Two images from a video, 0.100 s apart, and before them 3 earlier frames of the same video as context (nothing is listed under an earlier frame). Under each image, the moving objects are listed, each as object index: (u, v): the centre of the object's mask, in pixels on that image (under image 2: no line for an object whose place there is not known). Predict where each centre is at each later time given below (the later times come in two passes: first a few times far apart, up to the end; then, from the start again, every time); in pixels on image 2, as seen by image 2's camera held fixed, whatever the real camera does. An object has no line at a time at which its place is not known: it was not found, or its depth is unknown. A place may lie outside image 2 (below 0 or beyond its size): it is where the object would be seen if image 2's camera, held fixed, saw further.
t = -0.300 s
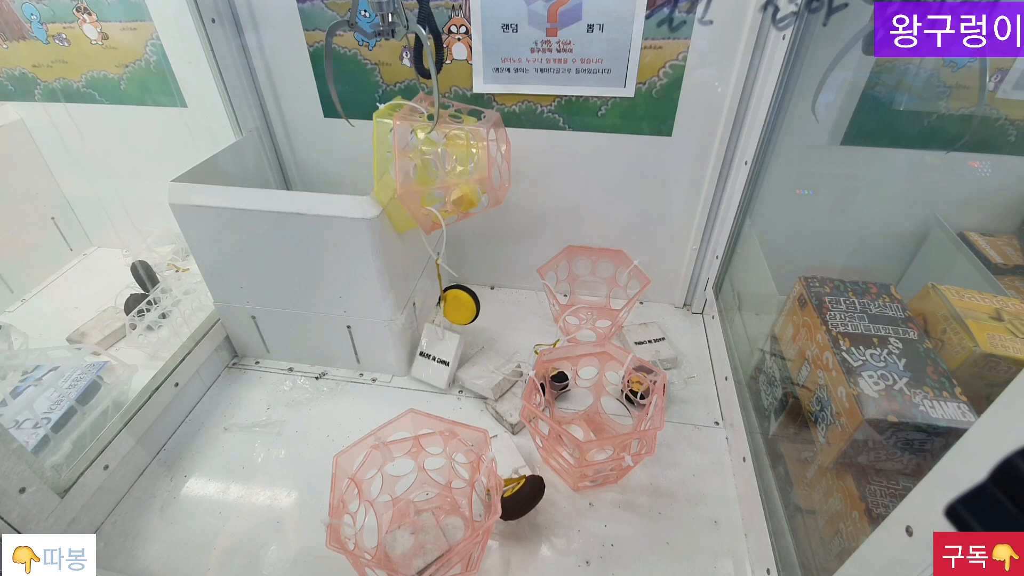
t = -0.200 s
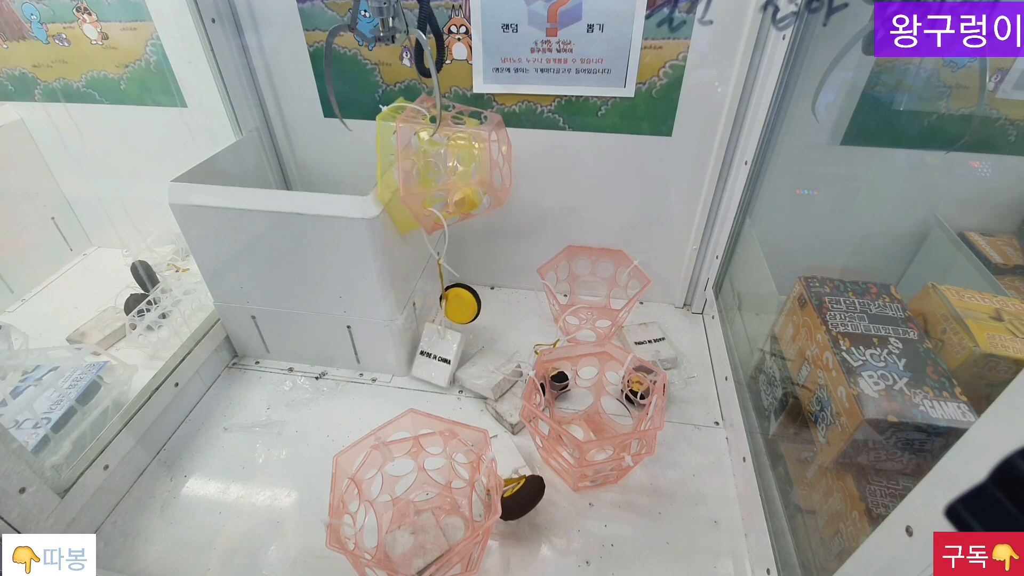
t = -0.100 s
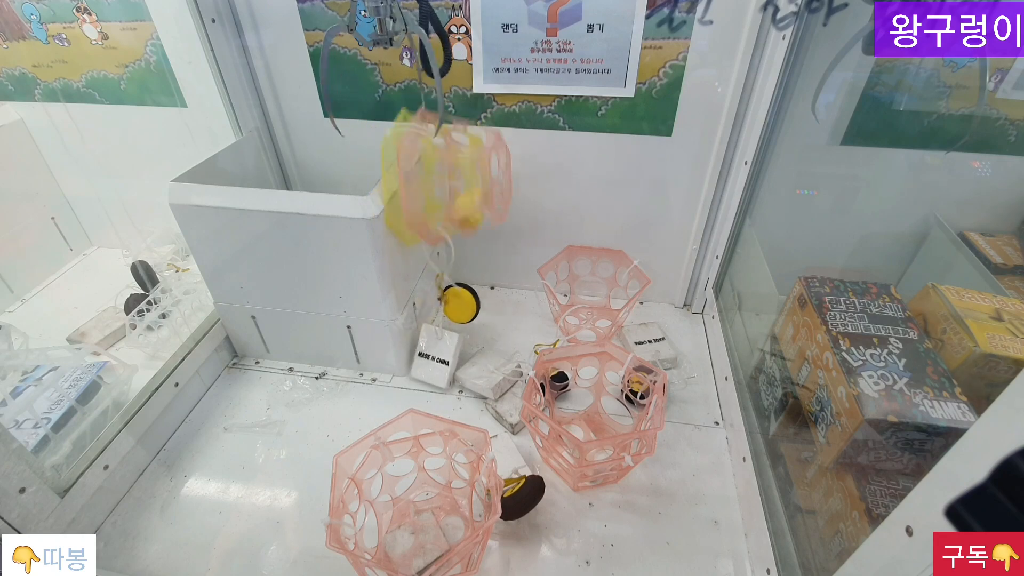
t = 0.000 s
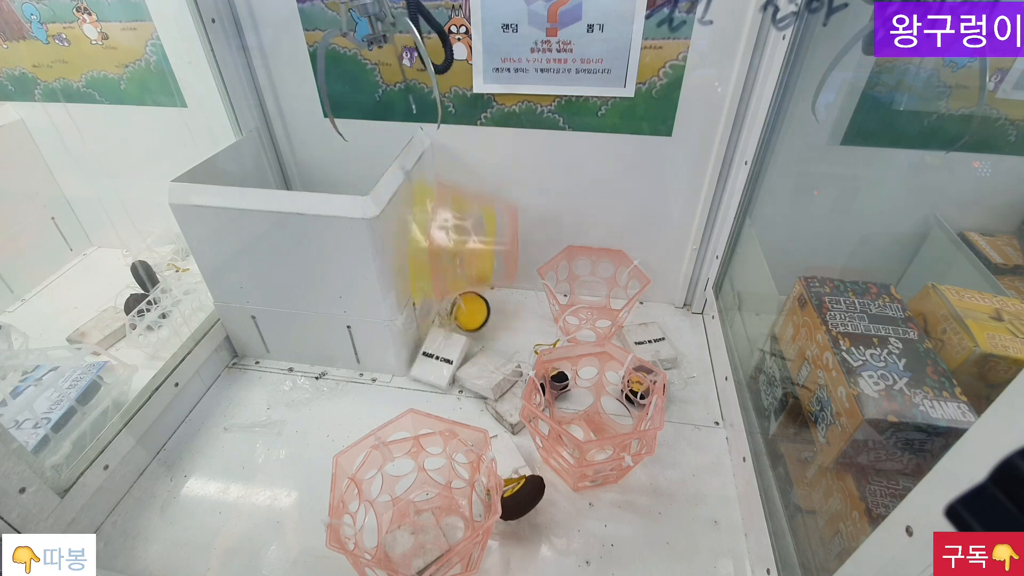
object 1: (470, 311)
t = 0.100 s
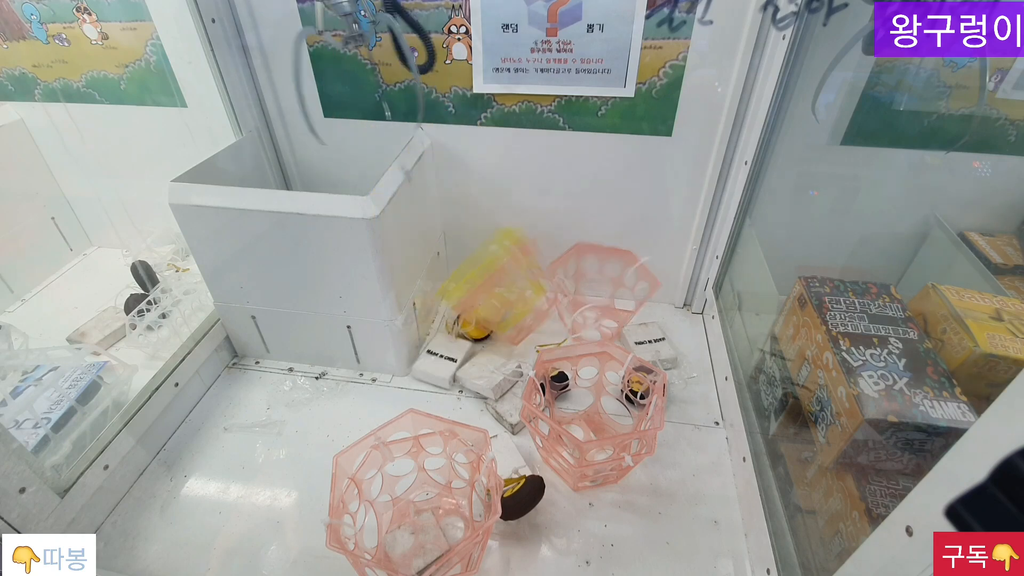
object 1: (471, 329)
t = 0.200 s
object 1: (471, 323)
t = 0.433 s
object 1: (464, 321)
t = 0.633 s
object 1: (465, 321)
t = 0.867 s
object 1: (465, 321)
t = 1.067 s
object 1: (465, 321)
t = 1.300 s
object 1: (465, 321)
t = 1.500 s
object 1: (465, 321)
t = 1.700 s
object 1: (465, 321)
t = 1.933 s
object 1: (465, 321)
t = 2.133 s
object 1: (465, 321)
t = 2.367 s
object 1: (465, 321)
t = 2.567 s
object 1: (465, 321)
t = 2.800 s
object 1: (465, 321)
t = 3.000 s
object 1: (465, 321)
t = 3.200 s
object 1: (465, 321)
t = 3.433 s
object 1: (465, 321)
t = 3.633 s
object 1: (465, 321)
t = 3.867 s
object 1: (465, 321)
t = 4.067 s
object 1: (465, 321)
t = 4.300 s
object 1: (465, 321)
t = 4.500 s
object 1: (465, 321)
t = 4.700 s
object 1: (465, 321)
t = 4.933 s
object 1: (465, 321)
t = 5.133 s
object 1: (465, 321)
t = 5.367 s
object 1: (465, 321)
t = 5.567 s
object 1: (465, 321)
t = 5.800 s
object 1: (465, 321)
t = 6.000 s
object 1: (465, 321)
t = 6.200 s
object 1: (465, 321)
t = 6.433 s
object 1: (465, 321)
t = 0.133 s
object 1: (470, 323)
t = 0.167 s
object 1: (471, 321)
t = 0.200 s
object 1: (471, 323)
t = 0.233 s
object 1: (470, 322)
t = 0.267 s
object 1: (469, 321)
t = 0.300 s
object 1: (468, 322)
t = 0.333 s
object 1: (467, 322)
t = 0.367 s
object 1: (467, 322)
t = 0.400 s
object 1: (465, 322)
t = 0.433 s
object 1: (464, 321)
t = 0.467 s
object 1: (464, 321)
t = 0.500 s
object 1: (465, 321)
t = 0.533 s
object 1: (465, 321)
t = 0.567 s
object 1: (465, 321)
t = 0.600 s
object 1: (465, 321)
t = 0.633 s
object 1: (465, 321)
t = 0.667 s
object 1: (465, 321)
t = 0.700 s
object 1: (465, 321)
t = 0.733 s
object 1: (465, 321)
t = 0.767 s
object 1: (465, 321)
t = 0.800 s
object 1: (465, 321)
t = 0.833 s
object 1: (465, 321)
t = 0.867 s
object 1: (465, 321)
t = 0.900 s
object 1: (465, 321)
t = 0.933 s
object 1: (465, 321)
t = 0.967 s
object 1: (465, 321)
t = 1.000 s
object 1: (465, 321)
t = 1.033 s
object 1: (465, 321)
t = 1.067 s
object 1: (465, 321)
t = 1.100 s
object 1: (465, 321)
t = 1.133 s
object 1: (465, 321)
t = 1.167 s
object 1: (465, 321)
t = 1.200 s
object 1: (465, 321)
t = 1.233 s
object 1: (465, 321)
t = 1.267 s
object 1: (465, 321)
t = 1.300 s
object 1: (465, 321)
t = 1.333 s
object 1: (465, 321)
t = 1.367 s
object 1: (465, 321)
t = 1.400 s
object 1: (465, 321)
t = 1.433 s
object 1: (465, 321)
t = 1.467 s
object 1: (465, 321)
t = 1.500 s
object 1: (465, 321)
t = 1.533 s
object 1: (465, 321)
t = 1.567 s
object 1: (465, 321)
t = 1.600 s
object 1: (465, 321)
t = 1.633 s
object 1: (465, 321)
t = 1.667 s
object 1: (465, 321)
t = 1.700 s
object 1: (465, 321)
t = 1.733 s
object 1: (465, 321)
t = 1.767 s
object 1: (465, 321)
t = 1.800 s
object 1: (465, 321)
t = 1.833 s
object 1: (465, 321)
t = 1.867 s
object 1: (465, 321)
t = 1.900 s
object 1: (465, 321)
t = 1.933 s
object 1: (465, 321)
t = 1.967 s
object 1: (465, 321)
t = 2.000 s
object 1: (465, 321)
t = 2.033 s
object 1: (465, 321)
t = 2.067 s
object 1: (465, 321)
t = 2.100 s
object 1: (465, 321)
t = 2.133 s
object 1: (465, 321)
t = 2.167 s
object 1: (465, 321)
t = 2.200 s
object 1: (465, 321)
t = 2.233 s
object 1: (465, 321)
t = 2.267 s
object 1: (465, 321)
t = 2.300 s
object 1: (465, 321)
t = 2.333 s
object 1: (465, 321)
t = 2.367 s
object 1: (465, 321)
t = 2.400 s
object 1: (465, 321)
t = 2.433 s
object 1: (465, 321)
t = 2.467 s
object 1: (465, 321)
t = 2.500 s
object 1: (465, 321)
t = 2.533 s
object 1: (465, 321)
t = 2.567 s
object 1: (465, 321)
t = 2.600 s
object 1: (465, 321)
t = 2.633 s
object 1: (465, 321)
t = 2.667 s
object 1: (465, 321)
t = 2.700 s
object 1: (465, 321)
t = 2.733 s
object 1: (465, 321)
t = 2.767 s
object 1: (465, 321)
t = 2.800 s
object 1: (465, 321)
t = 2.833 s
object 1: (465, 321)
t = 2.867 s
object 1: (465, 321)
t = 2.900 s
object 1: (465, 321)
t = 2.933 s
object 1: (465, 321)
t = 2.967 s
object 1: (465, 321)
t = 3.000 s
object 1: (465, 321)
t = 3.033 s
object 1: (465, 321)
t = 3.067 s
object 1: (465, 321)
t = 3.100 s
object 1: (465, 321)
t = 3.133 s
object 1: (465, 321)
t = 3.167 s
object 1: (465, 321)
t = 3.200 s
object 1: (465, 321)
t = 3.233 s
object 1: (465, 321)
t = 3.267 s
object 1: (465, 321)
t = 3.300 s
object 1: (465, 321)
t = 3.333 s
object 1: (465, 321)
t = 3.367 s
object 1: (465, 321)
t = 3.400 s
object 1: (465, 321)
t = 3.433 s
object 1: (465, 321)
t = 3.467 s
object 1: (465, 321)
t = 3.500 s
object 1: (465, 321)
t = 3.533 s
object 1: (465, 321)
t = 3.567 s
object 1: (465, 321)
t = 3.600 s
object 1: (465, 321)
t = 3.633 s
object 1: (465, 321)
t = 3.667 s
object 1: (465, 321)
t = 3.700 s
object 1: (465, 321)
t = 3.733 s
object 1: (465, 321)
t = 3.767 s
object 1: (465, 321)
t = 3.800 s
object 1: (465, 321)
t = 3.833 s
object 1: (465, 321)
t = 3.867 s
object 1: (465, 321)
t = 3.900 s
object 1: (465, 321)
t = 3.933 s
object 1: (465, 321)
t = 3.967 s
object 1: (465, 321)
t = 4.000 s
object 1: (465, 321)
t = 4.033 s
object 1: (465, 321)
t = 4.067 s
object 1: (465, 321)
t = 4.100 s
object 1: (465, 321)
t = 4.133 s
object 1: (465, 321)
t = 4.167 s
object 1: (465, 321)
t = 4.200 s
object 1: (465, 321)
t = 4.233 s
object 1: (465, 321)
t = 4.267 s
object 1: (465, 321)
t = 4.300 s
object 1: (465, 321)
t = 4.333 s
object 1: (465, 321)
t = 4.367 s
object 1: (465, 321)
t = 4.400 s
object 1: (465, 321)
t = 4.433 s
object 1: (465, 321)
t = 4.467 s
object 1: (465, 321)
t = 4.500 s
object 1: (465, 321)
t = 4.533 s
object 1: (465, 321)
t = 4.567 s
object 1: (465, 321)
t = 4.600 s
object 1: (465, 321)
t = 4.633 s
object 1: (465, 321)
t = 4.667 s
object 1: (465, 321)
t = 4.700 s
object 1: (465, 321)
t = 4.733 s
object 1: (465, 321)
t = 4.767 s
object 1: (465, 321)
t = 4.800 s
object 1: (465, 321)
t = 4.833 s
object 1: (465, 321)
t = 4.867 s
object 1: (465, 321)
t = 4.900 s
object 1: (465, 321)
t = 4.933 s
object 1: (465, 321)
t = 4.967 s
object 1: (465, 321)
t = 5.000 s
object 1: (465, 321)
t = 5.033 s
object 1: (465, 321)
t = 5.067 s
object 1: (465, 321)
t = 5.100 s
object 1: (465, 321)
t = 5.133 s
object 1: (465, 321)
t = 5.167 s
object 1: (465, 321)
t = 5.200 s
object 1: (465, 321)
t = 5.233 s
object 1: (465, 321)
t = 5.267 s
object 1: (465, 321)
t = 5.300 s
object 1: (465, 321)
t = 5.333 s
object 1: (465, 321)
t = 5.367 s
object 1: (465, 321)
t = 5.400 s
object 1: (465, 321)
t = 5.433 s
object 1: (465, 321)
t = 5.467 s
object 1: (465, 321)
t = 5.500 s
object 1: (465, 321)
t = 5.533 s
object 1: (465, 321)
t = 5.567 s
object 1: (465, 321)
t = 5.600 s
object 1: (465, 321)
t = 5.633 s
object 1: (465, 321)
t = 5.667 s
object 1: (465, 321)
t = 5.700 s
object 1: (465, 321)
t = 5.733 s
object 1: (465, 321)
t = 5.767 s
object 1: (465, 321)
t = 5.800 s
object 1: (465, 321)
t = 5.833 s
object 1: (465, 321)
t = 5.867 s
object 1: (465, 321)
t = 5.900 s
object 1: (465, 321)
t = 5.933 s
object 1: (465, 321)
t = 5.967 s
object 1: (465, 321)
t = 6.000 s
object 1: (465, 321)
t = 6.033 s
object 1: (465, 321)
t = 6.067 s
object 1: (465, 321)
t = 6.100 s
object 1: (465, 321)
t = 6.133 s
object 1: (465, 321)
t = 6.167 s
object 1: (465, 321)
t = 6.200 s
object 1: (465, 321)
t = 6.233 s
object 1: (465, 321)
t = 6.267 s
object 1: (465, 321)
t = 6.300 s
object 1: (465, 321)
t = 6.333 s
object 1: (465, 321)
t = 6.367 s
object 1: (465, 321)
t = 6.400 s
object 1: (465, 321)
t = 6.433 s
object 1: (465, 321)
